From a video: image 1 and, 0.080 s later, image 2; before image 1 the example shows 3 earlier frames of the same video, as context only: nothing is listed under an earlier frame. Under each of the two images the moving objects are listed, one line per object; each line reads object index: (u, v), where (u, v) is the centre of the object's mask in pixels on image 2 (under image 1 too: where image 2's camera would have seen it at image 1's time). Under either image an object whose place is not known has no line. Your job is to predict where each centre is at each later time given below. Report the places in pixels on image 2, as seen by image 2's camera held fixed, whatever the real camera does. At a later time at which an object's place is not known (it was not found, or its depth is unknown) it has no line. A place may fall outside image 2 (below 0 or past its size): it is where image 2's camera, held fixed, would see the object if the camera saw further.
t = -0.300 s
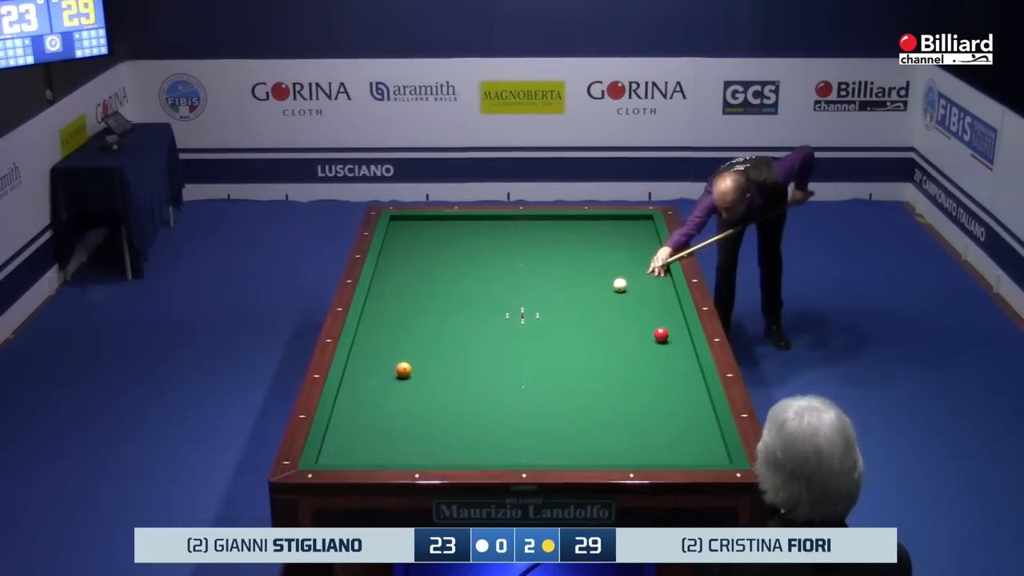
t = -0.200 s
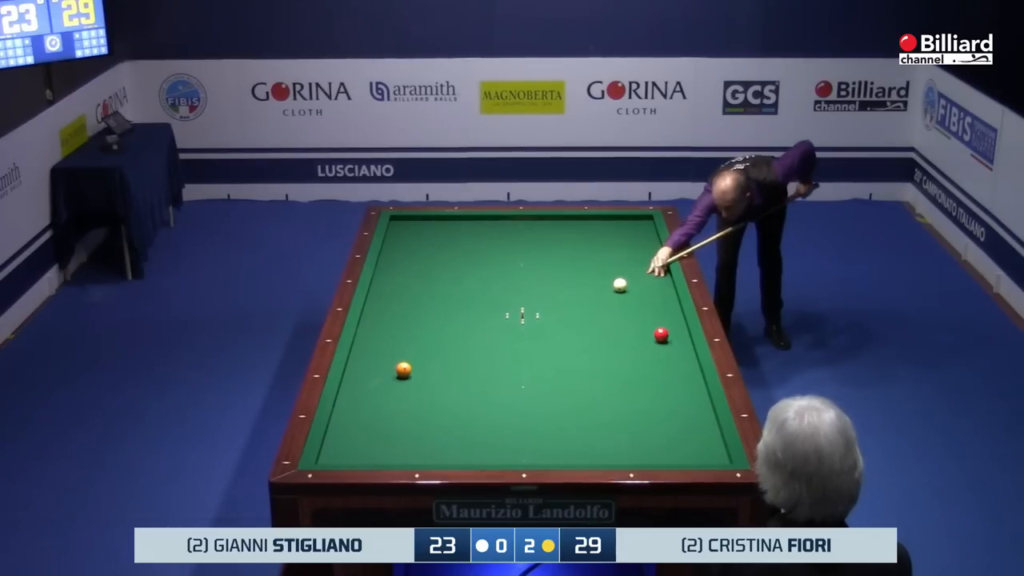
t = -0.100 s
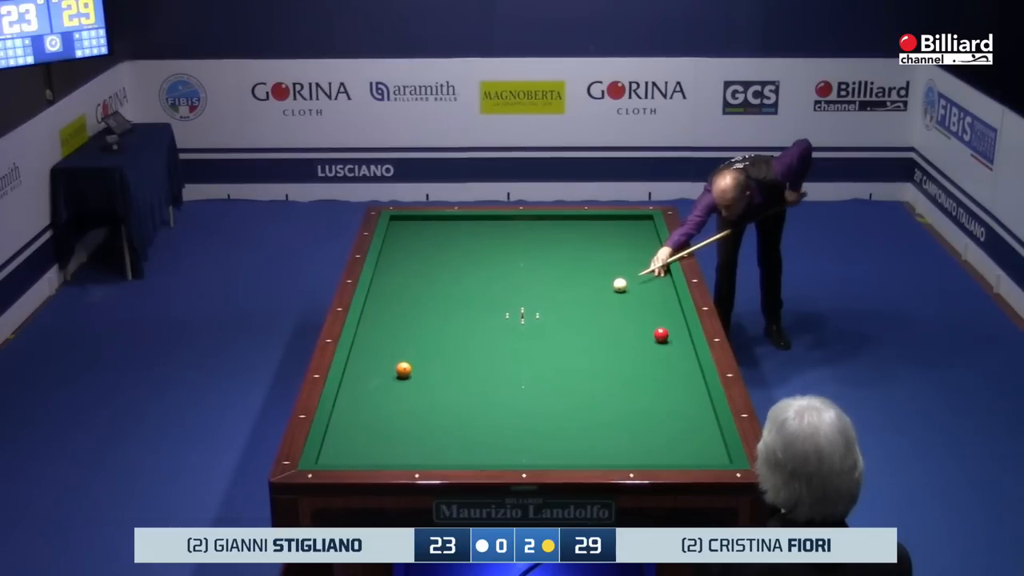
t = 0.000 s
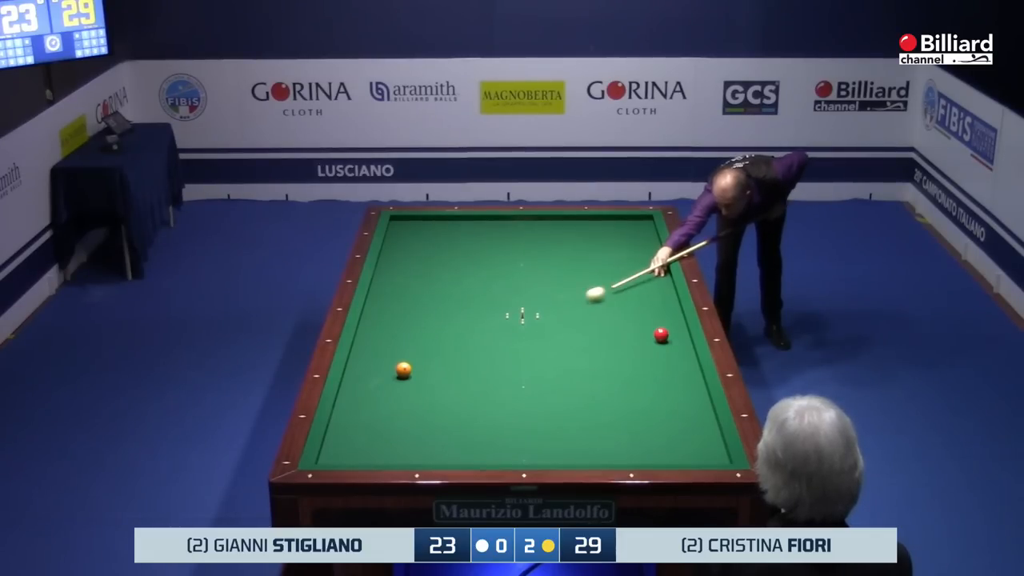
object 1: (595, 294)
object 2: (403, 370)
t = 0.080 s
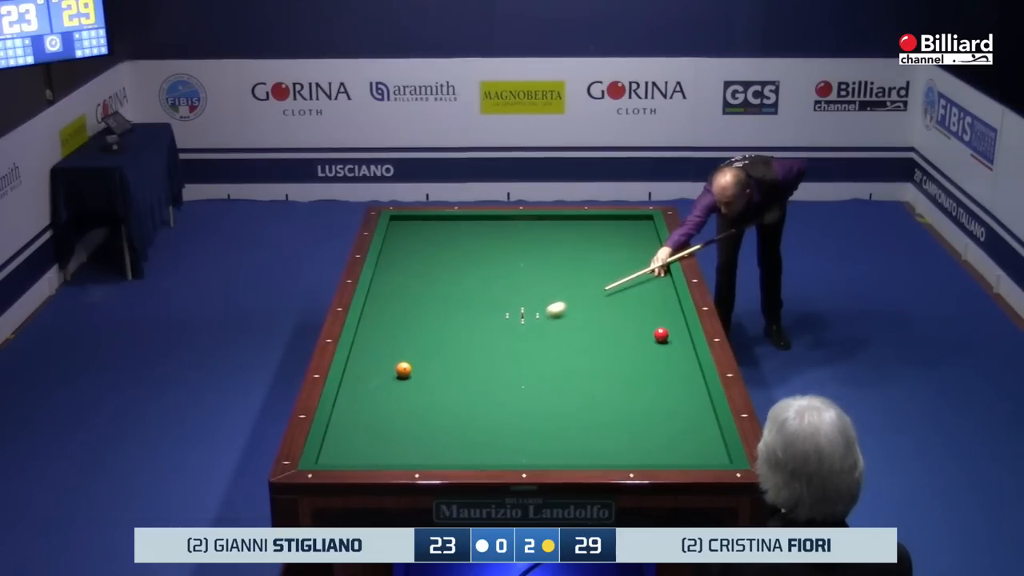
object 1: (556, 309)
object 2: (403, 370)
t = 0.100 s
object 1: (546, 313)
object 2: (403, 370)
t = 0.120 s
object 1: (536, 317)
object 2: (403, 370)
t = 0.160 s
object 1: (516, 325)
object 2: (403, 370)
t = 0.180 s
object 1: (506, 329)
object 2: (403, 370)
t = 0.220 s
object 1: (485, 337)
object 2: (403, 370)
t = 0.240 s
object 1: (475, 341)
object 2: (403, 370)
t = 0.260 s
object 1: (465, 345)
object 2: (403, 370)
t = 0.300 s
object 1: (445, 353)
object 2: (403, 370)
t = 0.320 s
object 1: (435, 357)
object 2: (403, 370)
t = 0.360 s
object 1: (416, 364)
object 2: (402, 370)
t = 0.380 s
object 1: (414, 365)
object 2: (393, 374)
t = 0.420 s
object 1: (412, 365)
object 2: (374, 382)
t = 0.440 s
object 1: (411, 365)
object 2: (365, 386)
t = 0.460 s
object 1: (410, 365)
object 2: (355, 391)
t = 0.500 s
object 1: (407, 366)
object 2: (344, 398)
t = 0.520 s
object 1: (405, 366)
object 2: (351, 401)
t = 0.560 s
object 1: (401, 367)
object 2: (363, 406)
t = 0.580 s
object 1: (400, 367)
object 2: (369, 409)
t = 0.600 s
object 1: (397, 367)
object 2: (375, 412)
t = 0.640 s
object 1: (393, 368)
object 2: (387, 417)
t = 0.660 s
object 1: (390, 369)
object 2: (393, 420)
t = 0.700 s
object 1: (385, 370)
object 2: (405, 425)
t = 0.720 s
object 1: (383, 371)
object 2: (410, 428)
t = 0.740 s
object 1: (380, 371)
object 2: (416, 430)
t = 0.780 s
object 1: (375, 373)
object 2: (426, 435)
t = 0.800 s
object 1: (372, 374)
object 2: (431, 437)
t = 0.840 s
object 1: (367, 375)
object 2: (442, 442)
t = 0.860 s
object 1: (365, 375)
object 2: (447, 444)
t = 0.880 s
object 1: (362, 376)
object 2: (451, 446)
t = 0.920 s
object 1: (357, 377)
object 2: (462, 451)
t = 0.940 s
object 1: (354, 378)
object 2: (467, 453)
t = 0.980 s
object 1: (349, 379)
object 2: (477, 456)
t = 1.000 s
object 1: (348, 380)
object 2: (482, 458)
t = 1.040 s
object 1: (351, 381)
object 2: (493, 459)
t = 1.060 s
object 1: (353, 381)
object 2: (499, 457)
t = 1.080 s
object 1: (354, 381)
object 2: (504, 456)
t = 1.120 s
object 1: (357, 382)
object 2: (515, 454)
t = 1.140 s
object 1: (358, 383)
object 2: (520, 454)
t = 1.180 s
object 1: (360, 383)
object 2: (531, 450)
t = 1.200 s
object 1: (361, 384)
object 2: (536, 449)
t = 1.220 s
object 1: (362, 384)
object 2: (541, 448)
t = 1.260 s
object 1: (365, 385)
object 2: (552, 445)
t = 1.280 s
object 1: (366, 385)
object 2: (557, 443)
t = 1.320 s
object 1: (368, 385)
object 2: (567, 441)
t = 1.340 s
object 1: (369, 386)
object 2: (572, 440)
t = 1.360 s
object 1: (370, 387)
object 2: (577, 439)
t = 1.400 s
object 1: (373, 387)
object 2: (587, 436)
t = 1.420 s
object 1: (374, 388)
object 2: (592, 435)
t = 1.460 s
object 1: (376, 388)
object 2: (601, 432)
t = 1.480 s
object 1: (377, 389)
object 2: (607, 431)
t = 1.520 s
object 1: (379, 389)
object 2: (616, 428)
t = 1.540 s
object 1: (380, 390)
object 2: (621, 427)
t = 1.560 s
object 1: (382, 390)
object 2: (626, 426)
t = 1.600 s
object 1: (384, 391)
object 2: (635, 424)
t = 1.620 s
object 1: (385, 391)
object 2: (640, 422)
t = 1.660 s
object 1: (387, 392)
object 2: (649, 420)
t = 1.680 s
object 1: (388, 392)
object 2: (653, 418)
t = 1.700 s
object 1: (389, 393)
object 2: (658, 417)
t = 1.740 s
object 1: (392, 393)
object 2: (667, 415)
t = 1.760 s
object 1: (393, 394)
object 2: (672, 414)
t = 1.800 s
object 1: (395, 394)
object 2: (681, 412)
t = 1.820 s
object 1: (396, 394)
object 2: (685, 410)
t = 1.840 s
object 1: (397, 395)
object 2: (690, 409)
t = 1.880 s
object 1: (399, 396)
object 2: (698, 407)
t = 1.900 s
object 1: (400, 396)
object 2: (703, 406)
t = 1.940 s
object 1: (402, 397)
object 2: (701, 404)
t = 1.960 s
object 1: (403, 397)
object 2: (697, 402)
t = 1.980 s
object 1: (405, 397)
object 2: (693, 400)
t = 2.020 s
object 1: (406, 398)
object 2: (685, 397)
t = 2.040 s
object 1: (407, 399)
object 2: (681, 396)
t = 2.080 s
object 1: (410, 399)
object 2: (675, 394)
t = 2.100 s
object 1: (411, 400)
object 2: (671, 392)
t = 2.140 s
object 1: (413, 400)
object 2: (666, 390)
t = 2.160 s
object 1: (414, 401)
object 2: (663, 389)
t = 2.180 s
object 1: (415, 401)
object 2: (660, 387)
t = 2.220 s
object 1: (417, 402)
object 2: (654, 385)
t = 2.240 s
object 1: (418, 402)
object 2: (651, 383)
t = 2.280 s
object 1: (420, 403)
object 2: (645, 381)
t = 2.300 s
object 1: (421, 403)
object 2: (642, 380)
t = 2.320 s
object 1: (422, 403)
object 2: (639, 379)
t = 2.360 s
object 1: (424, 404)
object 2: (633, 376)
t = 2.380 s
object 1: (425, 404)
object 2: (631, 375)
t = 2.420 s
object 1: (427, 405)
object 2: (625, 373)
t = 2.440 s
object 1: (428, 405)
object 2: (623, 372)
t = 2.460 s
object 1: (429, 406)
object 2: (620, 370)
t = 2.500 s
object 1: (431, 406)
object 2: (614, 368)
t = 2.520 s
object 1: (432, 406)
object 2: (612, 367)
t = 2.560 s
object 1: (434, 407)
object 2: (606, 365)
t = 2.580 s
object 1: (435, 407)
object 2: (604, 363)
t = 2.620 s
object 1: (437, 408)
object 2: (598, 361)
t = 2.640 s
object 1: (438, 408)
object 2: (596, 360)
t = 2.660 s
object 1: (439, 409)
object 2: (593, 359)
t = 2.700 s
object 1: (441, 410)
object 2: (588, 357)
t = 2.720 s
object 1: (442, 410)
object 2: (585, 356)
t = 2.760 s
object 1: (444, 410)
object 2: (580, 353)
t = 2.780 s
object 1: (445, 411)
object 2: (578, 352)
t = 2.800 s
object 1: (446, 411)
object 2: (575, 351)
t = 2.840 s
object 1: (448, 412)
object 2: (570, 349)
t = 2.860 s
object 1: (449, 412)
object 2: (568, 348)
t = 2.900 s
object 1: (451, 413)
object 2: (563, 346)
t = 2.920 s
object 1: (452, 413)
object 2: (560, 345)
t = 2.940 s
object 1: (453, 413)
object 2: (558, 344)
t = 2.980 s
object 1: (455, 414)
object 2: (553, 342)
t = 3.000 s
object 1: (456, 414)
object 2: (551, 341)
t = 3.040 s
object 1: (457, 414)
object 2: (546, 339)
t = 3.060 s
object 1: (458, 415)
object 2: (544, 338)
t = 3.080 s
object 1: (459, 415)
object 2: (542, 337)
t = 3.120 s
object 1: (461, 416)
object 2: (537, 335)
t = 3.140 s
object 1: (462, 416)
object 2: (535, 334)
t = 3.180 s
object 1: (464, 417)
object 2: (530, 332)
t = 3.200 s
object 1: (465, 417)
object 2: (528, 331)
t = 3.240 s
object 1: (466, 418)
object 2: (523, 329)
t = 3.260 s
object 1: (467, 418)
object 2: (521, 328)
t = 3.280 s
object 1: (468, 418)
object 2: (519, 327)
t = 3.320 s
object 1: (470, 419)
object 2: (514, 326)
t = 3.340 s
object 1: (471, 419)
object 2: (512, 325)
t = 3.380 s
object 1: (473, 420)
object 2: (508, 323)
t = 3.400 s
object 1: (473, 420)
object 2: (506, 322)
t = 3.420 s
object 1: (474, 421)
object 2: (504, 321)
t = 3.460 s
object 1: (476, 421)
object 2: (500, 319)
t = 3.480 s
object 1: (477, 421)
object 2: (497, 318)
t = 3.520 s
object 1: (479, 422)
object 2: (493, 316)
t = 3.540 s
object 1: (480, 422)
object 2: (491, 315)
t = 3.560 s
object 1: (480, 422)
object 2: (489, 314)
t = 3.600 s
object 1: (482, 423)
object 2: (485, 313)
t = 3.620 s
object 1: (483, 423)
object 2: (483, 312)
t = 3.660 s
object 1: (484, 424)
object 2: (479, 310)
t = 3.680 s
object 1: (485, 424)
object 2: (477, 309)
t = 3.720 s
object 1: (487, 425)
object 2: (473, 308)
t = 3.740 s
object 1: (488, 425)
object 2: (471, 307)
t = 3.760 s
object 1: (489, 425)
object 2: (469, 306)
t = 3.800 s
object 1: (490, 426)
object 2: (465, 304)
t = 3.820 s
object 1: (491, 426)
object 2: (463, 303)
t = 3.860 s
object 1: (493, 427)
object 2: (459, 302)
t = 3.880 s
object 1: (493, 427)
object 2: (457, 301)
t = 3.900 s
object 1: (494, 427)
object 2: (455, 300)
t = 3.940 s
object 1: (496, 427)
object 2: (452, 298)
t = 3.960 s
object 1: (497, 428)
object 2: (450, 298)
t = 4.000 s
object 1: (498, 428)
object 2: (446, 296)
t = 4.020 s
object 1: (499, 429)
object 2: (444, 295)
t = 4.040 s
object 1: (500, 429)
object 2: (442, 295)
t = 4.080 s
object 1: (502, 429)
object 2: (439, 293)
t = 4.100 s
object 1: (502, 429)
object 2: (437, 292)
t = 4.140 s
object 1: (504, 430)
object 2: (433, 291)
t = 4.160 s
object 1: (504, 430)
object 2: (432, 290)
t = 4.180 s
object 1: (505, 430)
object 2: (430, 289)
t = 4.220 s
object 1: (507, 431)
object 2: (426, 288)
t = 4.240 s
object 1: (507, 431)
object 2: (424, 287)
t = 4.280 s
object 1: (509, 432)
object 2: (421, 285)
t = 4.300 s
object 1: (509, 432)
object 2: (419, 284)
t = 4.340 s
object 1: (511, 432)
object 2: (416, 283)
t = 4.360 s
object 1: (512, 433)
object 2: (414, 282)
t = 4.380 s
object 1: (512, 433)
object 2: (412, 282)
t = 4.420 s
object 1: (514, 433)
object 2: (409, 280)
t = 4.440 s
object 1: (515, 434)
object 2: (407, 279)
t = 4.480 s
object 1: (516, 434)
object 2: (404, 278)
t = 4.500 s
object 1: (517, 434)
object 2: (402, 277)
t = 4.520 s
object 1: (517, 435)
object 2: (401, 277)
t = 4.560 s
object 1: (519, 435)
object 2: (397, 275)
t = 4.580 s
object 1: (520, 435)
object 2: (396, 275)
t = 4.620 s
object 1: (521, 435)
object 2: (393, 273)
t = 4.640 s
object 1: (522, 436)
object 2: (391, 273)
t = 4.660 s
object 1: (522, 436)
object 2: (390, 272)
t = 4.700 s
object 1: (523, 437)
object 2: (386, 270)
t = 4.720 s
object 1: (524, 437)
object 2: (385, 270)
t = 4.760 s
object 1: (526, 437)
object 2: (382, 269)
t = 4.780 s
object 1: (526, 437)
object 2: (380, 268)
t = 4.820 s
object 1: (528, 438)
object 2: (382, 267)
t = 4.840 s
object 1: (528, 438)
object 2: (383, 266)
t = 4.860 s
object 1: (529, 438)
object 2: (384, 266)
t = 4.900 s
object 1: (530, 439)
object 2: (387, 265)
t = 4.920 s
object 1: (531, 439)
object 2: (388, 264)
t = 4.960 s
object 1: (532, 439)
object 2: (390, 263)
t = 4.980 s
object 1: (533, 439)
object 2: (391, 263)
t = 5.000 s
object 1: (533, 439)
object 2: (392, 262)
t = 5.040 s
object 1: (534, 440)
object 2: (394, 262)
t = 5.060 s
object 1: (535, 440)
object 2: (395, 261)
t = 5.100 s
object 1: (536, 441)
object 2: (396, 260)
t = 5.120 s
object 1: (537, 441)
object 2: (397, 260)
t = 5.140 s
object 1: (537, 441)
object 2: (399, 259)
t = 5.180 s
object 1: (539, 441)
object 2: (400, 258)
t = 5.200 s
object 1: (539, 442)
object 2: (401, 258)
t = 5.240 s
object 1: (540, 442)
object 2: (403, 257)
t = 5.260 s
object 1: (541, 442)
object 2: (404, 257)
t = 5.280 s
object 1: (541, 442)
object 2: (405, 256)
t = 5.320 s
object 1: (543, 443)
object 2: (407, 255)
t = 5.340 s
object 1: (543, 443)
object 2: (408, 255)
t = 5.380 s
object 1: (544, 443)
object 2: (409, 254)
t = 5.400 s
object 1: (545, 443)
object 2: (410, 254)
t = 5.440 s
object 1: (546, 443)
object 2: (412, 253)
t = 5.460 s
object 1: (546, 444)
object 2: (413, 252)
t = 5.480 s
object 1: (547, 444)
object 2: (414, 252)
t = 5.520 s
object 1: (548, 445)
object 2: (416, 251)
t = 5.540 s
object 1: (548, 445)
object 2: (417, 251)
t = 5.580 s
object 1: (550, 445)
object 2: (419, 250)
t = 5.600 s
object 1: (550, 445)
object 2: (419, 249)
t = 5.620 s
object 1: (551, 445)
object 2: (420, 249)
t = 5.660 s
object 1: (552, 446)
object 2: (422, 248)
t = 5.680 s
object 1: (552, 446)
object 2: (423, 248)
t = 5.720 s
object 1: (553, 446)
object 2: (424, 247)
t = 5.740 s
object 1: (553, 446)
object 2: (425, 247)
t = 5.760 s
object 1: (554, 446)
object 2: (426, 246)
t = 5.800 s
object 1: (555, 447)
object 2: (428, 245)
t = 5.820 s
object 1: (555, 447)
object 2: (429, 245)
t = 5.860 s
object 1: (556, 447)
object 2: (430, 244)
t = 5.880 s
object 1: (557, 447)
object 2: (431, 244)
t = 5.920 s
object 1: (558, 447)
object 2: (433, 243)
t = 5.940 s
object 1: (558, 447)
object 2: (433, 243)
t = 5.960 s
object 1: (559, 448)
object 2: (434, 242)
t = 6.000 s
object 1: (560, 448)
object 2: (436, 241)
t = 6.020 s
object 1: (560, 448)
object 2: (437, 241)
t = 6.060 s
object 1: (561, 448)
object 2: (438, 240)
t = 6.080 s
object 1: (561, 448)
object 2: (439, 240)
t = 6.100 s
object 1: (562, 448)
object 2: (440, 240)
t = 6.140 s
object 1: (563, 449)
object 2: (441, 239)
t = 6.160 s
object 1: (563, 449)
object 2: (442, 239)
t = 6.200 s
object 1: (564, 449)
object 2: (444, 238)
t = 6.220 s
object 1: (564, 450)
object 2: (444, 237)
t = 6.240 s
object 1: (565, 449)
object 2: (445, 237)
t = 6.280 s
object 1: (566, 450)
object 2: (447, 236)
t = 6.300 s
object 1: (566, 450)
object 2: (447, 236)
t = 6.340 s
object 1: (567, 450)
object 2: (449, 235)
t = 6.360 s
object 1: (567, 450)
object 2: (450, 235)
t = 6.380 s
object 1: (568, 450)
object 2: (450, 235)
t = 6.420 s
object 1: (568, 450)
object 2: (452, 234)
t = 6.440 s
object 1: (569, 450)
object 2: (453, 234)
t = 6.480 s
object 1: (570, 451)
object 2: (454, 233)
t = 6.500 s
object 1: (570, 451)
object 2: (455, 233)
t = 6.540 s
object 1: (571, 451)
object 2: (456, 232)
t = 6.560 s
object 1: (571, 451)
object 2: (457, 232)
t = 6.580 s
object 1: (571, 451)
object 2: (458, 231)
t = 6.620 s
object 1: (572, 451)
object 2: (459, 231)
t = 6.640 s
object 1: (573, 451)
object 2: (460, 230)
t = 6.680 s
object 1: (573, 451)
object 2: (461, 230)
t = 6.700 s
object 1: (574, 451)
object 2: (462, 229)
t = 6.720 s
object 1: (574, 451)
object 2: (462, 229)
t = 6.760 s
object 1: (574, 452)
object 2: (464, 228)
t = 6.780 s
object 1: (575, 452)
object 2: (465, 228)
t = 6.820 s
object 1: (575, 452)
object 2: (466, 227)
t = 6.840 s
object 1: (576, 452)
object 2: (467, 227)
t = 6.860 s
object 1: (576, 453)
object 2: (467, 227)
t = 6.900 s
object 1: (576, 453)
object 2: (469, 226)
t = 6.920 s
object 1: (577, 452)
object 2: (470, 226)
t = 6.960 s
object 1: (577, 452)
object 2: (471, 225)
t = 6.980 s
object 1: (577, 453)
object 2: (472, 225)
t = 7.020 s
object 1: (578, 453)
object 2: (473, 224)
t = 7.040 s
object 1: (578, 452)
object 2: (473, 224)
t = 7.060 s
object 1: (578, 453)
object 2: (474, 224)
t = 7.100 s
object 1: (579, 453)
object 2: (475, 223)
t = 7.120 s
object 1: (579, 453)
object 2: (476, 223)
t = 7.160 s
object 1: (579, 454)
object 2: (477, 222)
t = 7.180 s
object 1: (580, 454)
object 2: (478, 222)
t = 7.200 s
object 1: (580, 454)
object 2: (479, 222)
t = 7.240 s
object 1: (580, 454)
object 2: (480, 221)
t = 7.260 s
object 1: (581, 454)
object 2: (481, 221)
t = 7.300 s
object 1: (581, 454)
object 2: (482, 220)
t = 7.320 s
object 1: (581, 454)
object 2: (482, 220)
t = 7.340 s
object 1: (581, 454)
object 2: (483, 220)
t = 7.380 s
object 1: (582, 454)
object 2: (484, 219)
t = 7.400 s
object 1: (582, 454)
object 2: (485, 219)
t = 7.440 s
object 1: (582, 454)
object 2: (486, 218)
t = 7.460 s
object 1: (583, 454)
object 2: (487, 218)
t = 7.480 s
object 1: (583, 454)
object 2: (487, 217)
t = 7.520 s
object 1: (583, 454)
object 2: (488, 217)
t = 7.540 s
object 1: (583, 454)
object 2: (489, 218)
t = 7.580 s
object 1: (584, 454)
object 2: (489, 218)
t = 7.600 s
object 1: (584, 454)
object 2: (490, 218)
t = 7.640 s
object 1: (584, 454)
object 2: (491, 218)
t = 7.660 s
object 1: (584, 454)
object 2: (491, 218)
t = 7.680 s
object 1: (584, 454)
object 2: (492, 219)
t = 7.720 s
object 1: (584, 455)
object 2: (492, 219)
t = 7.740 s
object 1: (584, 454)
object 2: (492, 219)
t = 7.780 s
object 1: (585, 454)
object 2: (493, 219)
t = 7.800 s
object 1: (585, 455)
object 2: (493, 219)
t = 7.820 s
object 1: (585, 455)
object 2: (494, 220)
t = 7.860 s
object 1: (585, 455)
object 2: (494, 220)
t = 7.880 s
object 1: (585, 455)
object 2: (495, 220)
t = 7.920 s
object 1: (585, 455)
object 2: (496, 220)
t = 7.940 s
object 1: (586, 454)
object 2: (496, 221)
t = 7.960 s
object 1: (586, 454)
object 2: (496, 221)
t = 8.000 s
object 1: (586, 455)
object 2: (497, 221)
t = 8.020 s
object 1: (586, 454)
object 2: (497, 221)
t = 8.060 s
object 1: (586, 454)
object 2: (498, 221)
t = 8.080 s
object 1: (586, 454)
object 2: (498, 222)
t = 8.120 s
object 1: (586, 454)
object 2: (499, 222)
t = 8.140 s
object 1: (586, 454)
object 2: (499, 222)
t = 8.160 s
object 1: (586, 454)
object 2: (500, 222)
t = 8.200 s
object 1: (586, 454)
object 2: (500, 222)
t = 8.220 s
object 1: (586, 454)
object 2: (501, 222)
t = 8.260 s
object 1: (586, 454)
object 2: (501, 223)
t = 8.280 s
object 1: (586, 454)
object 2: (502, 223)
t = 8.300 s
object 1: (586, 454)
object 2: (502, 223)
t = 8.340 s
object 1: (586, 454)
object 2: (503, 223)
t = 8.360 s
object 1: (586, 454)
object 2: (503, 223)
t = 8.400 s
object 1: (586, 454)
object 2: (504, 224)
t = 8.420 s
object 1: (586, 454)
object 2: (504, 224)
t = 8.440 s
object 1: (586, 454)
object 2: (504, 224)
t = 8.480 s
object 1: (586, 454)
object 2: (505, 224)
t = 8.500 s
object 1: (586, 454)
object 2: (505, 224)
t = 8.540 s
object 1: (586, 454)
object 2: (506, 224)
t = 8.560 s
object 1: (586, 454)
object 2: (506, 225)
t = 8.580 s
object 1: (586, 454)
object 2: (506, 225)
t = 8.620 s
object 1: (586, 455)
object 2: (507, 225)
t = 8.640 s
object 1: (586, 454)
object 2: (507, 225)
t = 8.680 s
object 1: (586, 454)
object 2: (508, 225)
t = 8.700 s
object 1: (586, 455)
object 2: (508, 226)
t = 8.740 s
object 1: (586, 454)
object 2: (509, 226)
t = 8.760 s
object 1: (586, 455)
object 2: (509, 226)
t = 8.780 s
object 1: (586, 455)
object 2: (509, 226)
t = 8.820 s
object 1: (586, 454)
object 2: (510, 226)
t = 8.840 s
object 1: (586, 454)
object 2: (510, 226)
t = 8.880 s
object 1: (586, 455)
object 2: (511, 226)
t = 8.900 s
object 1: (586, 454)
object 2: (511, 226)
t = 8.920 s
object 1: (586, 454)
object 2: (511, 227)
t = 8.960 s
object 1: (586, 454)
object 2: (512, 227)
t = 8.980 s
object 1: (586, 454)
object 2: (512, 227)
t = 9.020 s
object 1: (586, 454)
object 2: (513, 227)
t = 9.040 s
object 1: (586, 454)
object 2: (513, 227)
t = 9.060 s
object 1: (586, 454)
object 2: (513, 227)
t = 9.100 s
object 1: (586, 454)
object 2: (513, 228)
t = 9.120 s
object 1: (586, 455)
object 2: (514, 228)
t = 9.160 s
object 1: (586, 454)
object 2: (514, 228)
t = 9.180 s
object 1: (586, 454)
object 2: (515, 228)
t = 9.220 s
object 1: (586, 454)
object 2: (515, 228)
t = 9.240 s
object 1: (586, 454)
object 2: (515, 228)
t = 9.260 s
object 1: (586, 454)
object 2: (516, 228)
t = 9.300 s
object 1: (586, 454)
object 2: (516, 229)
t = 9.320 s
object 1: (586, 454)
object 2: (517, 229)
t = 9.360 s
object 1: (586, 455)
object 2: (517, 229)
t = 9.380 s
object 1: (586, 454)
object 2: (517, 229)
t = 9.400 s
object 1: (586, 454)
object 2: (517, 229)
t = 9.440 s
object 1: (586, 454)
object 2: (518, 229)
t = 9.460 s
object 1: (586, 454)
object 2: (518, 229)
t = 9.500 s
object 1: (586, 454)
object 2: (518, 230)
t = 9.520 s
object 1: (586, 454)
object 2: (519, 230)
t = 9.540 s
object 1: (586, 454)
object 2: (519, 230)
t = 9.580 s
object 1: (586, 455)
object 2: (519, 230)
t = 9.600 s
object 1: (586, 454)
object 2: (519, 230)
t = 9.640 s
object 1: (586, 454)
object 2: (520, 230)
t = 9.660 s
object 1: (586, 454)
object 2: (520, 230)
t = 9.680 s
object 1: (586, 454)
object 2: (520, 230)
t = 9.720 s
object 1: (586, 454)
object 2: (521, 231)
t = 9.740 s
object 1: (586, 454)
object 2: (521, 231)
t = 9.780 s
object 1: (586, 454)
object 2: (521, 231)
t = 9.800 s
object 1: (586, 454)
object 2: (521, 231)
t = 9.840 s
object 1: (586, 454)
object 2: (522, 231)
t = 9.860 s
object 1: (586, 454)
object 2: (522, 231)
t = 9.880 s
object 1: (586, 454)
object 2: (522, 231)
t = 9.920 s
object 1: (586, 454)
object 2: (523, 231)
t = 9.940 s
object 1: (586, 454)
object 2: (523, 232)
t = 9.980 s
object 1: (586, 454)
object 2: (523, 232)
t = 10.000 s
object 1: (586, 454)
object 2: (523, 232)
